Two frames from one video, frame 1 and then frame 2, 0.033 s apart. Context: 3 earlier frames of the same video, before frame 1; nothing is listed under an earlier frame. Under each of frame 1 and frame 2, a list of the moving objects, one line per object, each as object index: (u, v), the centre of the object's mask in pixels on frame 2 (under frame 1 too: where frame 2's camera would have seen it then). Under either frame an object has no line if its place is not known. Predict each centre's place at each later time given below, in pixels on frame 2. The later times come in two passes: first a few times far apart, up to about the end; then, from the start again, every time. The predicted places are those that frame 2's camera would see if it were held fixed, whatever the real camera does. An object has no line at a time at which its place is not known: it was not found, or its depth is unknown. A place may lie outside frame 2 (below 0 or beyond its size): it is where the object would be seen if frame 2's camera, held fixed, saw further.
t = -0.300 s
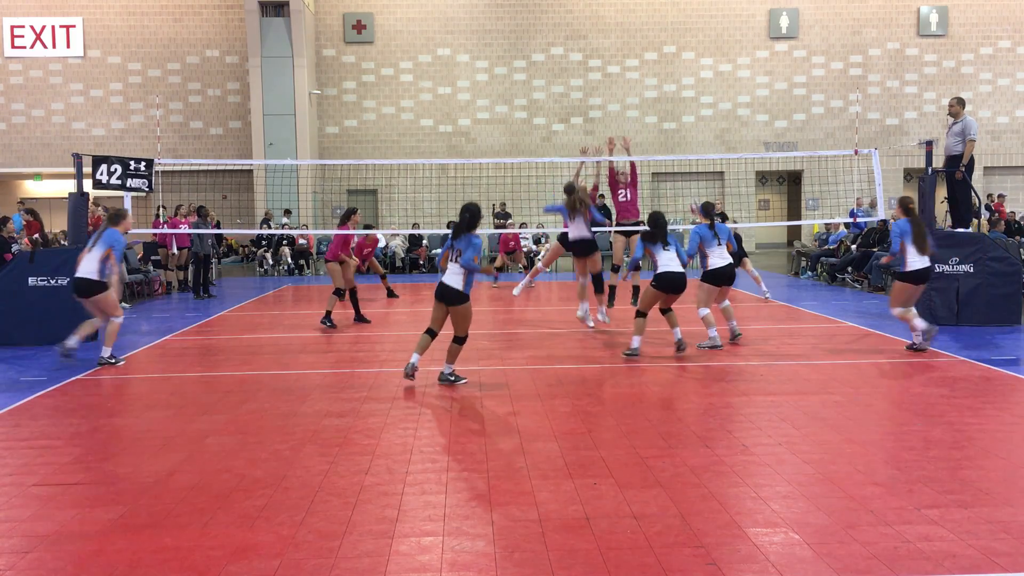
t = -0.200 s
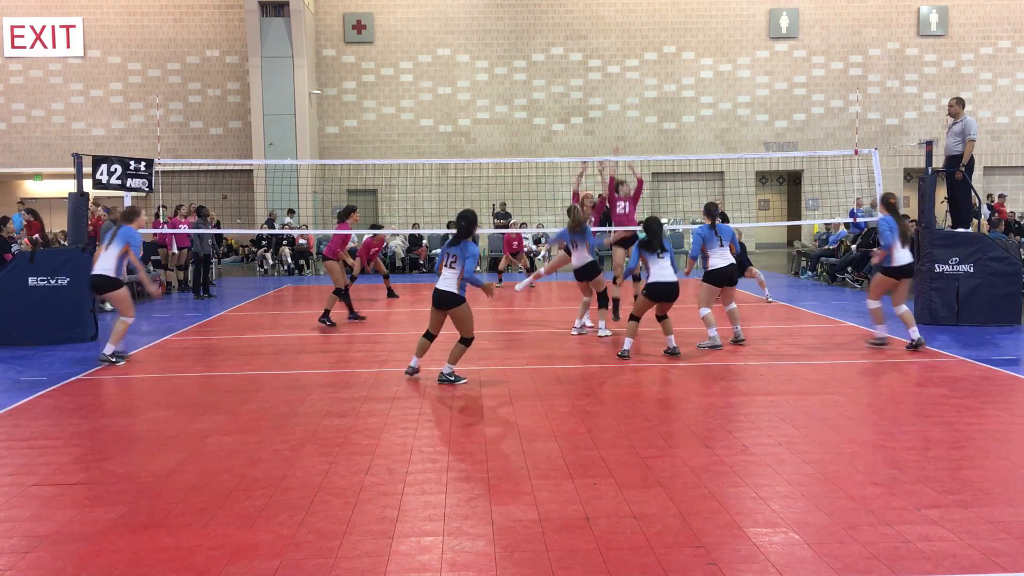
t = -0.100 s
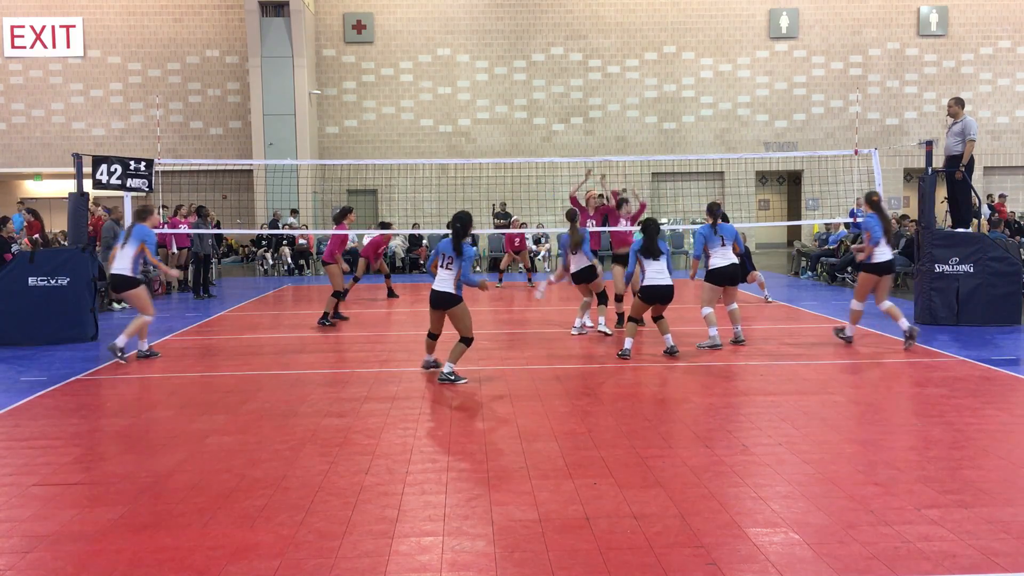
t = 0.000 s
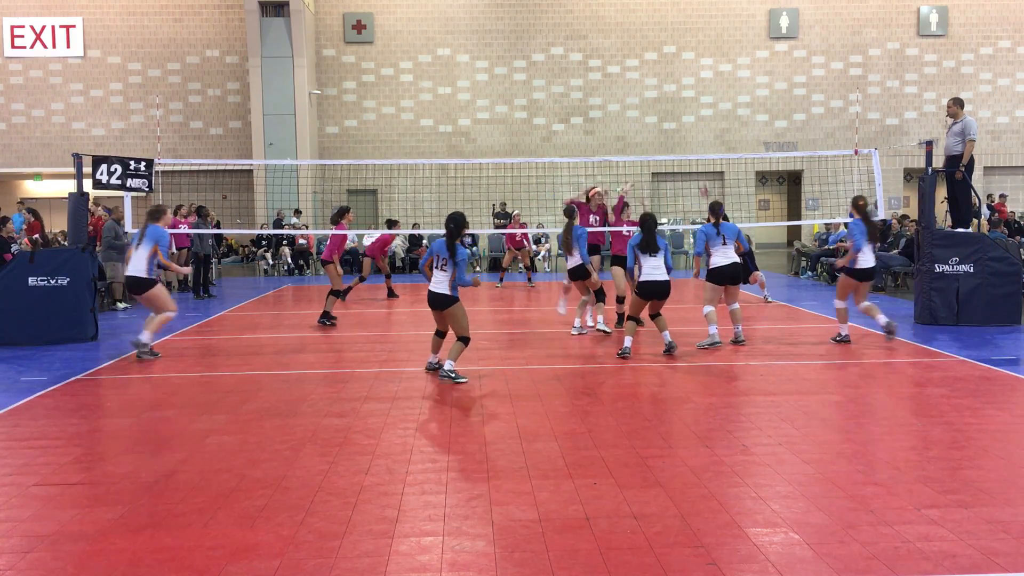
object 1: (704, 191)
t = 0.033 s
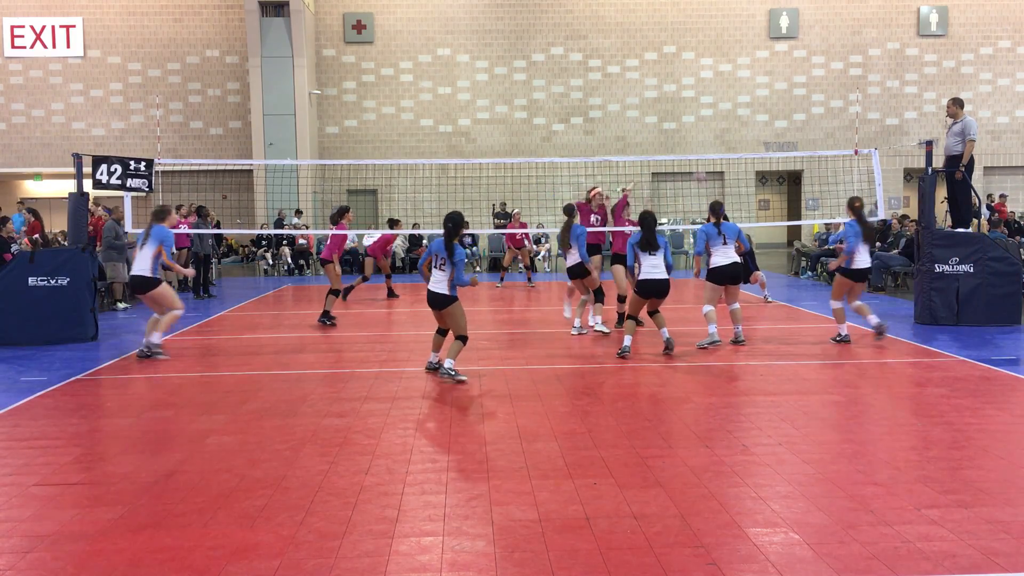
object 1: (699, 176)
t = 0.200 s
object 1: (677, 119)
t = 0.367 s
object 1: (653, 77)
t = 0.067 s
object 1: (695, 165)
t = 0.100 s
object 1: (690, 149)
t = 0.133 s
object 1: (685, 139)
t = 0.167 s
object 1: (681, 130)
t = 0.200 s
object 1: (677, 119)
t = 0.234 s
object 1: (672, 109)
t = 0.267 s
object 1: (667, 99)
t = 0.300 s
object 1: (662, 92)
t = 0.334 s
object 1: (658, 84)
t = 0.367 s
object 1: (653, 77)
